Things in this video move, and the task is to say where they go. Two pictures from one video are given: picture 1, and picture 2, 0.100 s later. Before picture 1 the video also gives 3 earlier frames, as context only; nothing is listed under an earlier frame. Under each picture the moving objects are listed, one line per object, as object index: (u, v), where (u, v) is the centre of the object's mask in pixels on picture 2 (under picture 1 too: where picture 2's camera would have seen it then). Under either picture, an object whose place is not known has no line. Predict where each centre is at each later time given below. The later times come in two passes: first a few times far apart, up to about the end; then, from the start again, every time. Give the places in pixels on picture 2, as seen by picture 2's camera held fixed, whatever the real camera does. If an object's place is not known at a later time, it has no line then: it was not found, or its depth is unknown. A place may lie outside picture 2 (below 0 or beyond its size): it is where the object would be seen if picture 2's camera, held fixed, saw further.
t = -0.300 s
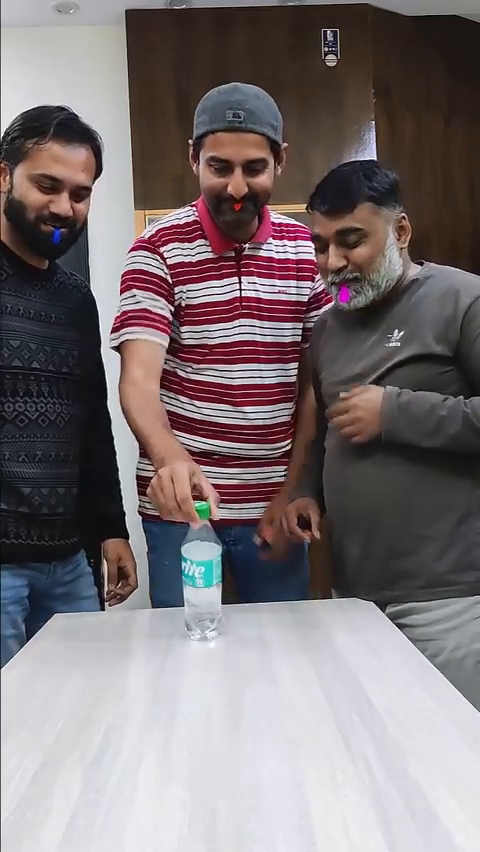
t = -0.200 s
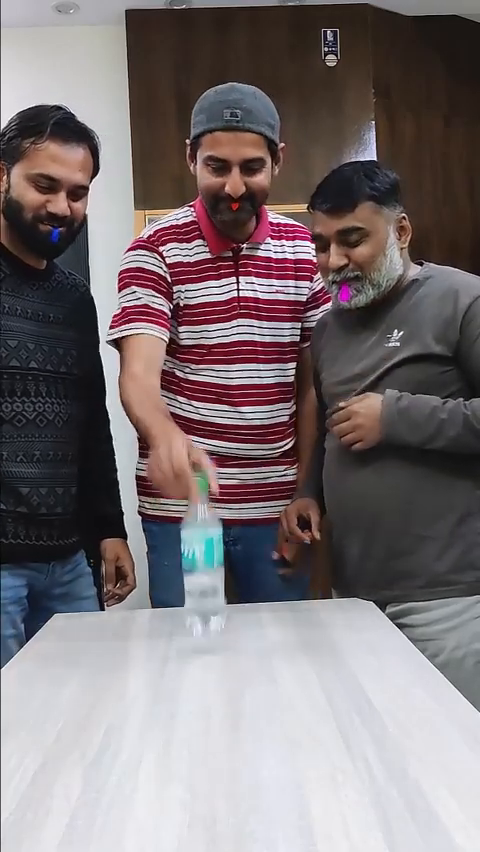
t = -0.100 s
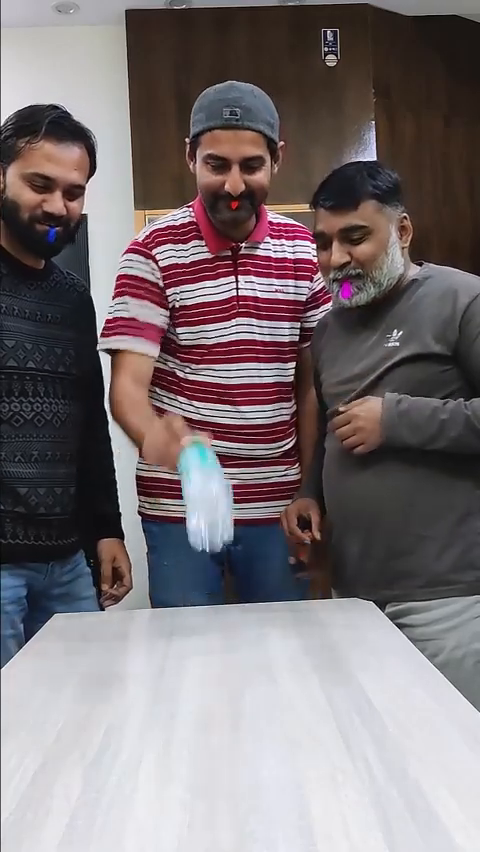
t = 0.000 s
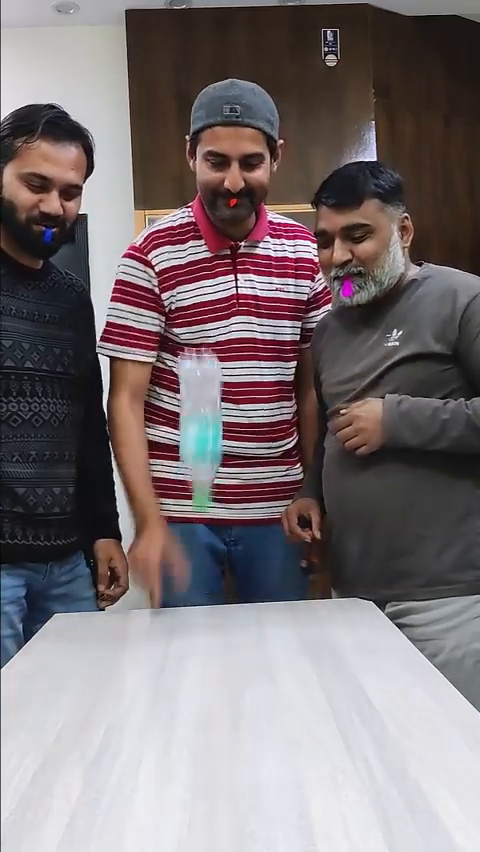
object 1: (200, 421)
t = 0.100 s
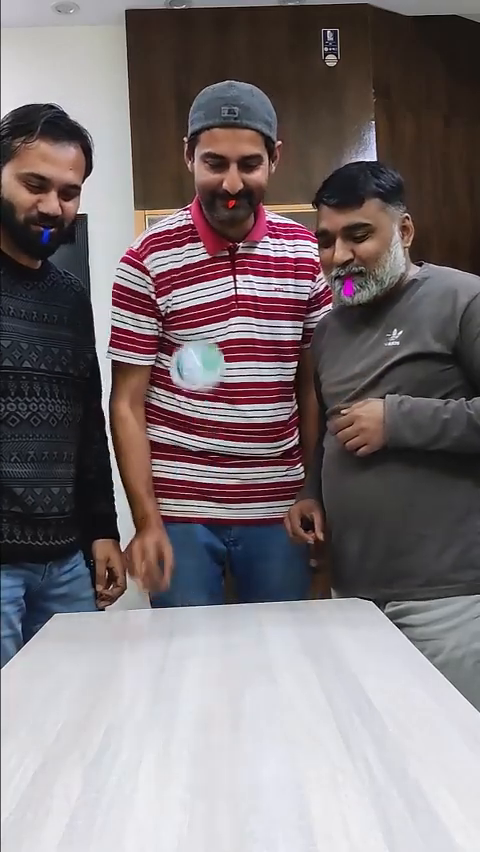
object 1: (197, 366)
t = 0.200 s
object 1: (195, 392)
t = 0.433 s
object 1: (196, 579)
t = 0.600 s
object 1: (190, 595)
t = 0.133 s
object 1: (196, 367)
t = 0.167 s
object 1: (195, 376)
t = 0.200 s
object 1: (195, 392)
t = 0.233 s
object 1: (195, 412)
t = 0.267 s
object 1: (196, 440)
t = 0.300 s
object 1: (197, 484)
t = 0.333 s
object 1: (198, 531)
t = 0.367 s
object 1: (199, 565)
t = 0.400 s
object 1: (198, 573)
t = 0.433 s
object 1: (196, 579)
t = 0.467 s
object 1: (195, 593)
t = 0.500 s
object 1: (193, 597)
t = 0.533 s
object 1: (191, 595)
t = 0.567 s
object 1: (190, 595)
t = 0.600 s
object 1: (190, 595)
